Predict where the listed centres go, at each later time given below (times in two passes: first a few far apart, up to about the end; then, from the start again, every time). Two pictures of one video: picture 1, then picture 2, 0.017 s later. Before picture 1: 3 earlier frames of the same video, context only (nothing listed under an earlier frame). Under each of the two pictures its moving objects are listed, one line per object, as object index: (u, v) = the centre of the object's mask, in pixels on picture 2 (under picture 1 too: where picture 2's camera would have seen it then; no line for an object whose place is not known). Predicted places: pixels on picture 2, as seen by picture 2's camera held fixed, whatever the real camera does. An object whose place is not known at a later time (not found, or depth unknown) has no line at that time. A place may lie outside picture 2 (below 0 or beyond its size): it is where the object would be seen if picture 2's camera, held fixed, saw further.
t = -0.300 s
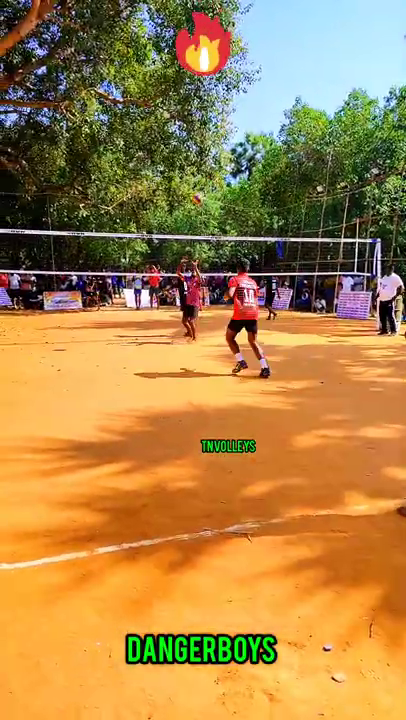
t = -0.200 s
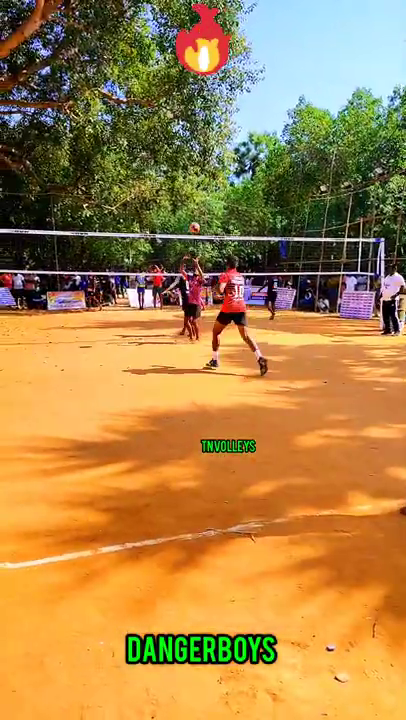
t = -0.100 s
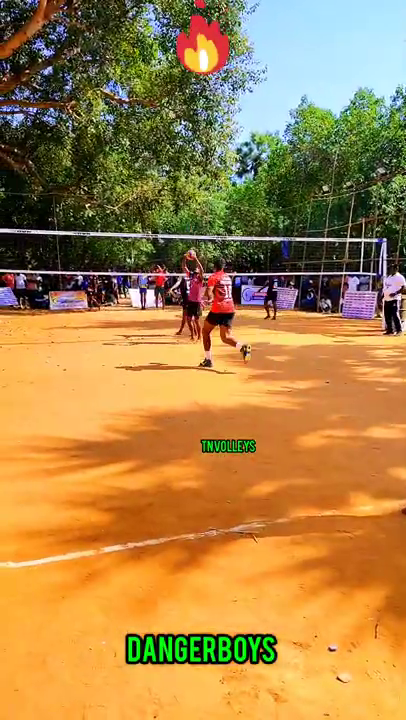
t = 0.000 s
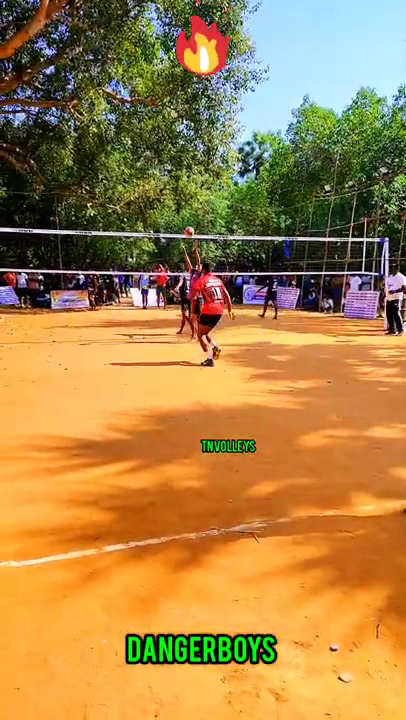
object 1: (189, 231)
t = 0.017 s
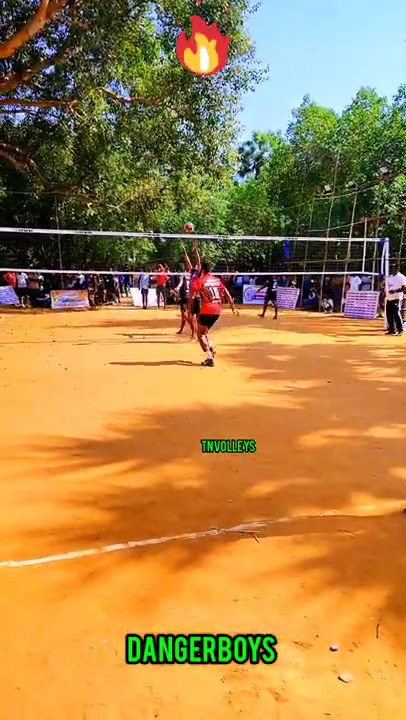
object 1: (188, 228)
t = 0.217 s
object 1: (182, 188)
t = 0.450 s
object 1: (173, 160)
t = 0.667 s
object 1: (166, 159)
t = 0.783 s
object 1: (162, 167)
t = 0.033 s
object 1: (188, 225)
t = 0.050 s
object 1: (188, 220)
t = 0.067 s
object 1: (187, 216)
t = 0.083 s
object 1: (186, 211)
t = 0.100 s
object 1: (185, 207)
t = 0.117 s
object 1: (185, 204)
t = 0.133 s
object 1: (184, 200)
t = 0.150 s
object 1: (183, 197)
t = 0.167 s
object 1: (183, 194)
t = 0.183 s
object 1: (183, 191)
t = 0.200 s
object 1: (182, 189)
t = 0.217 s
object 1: (182, 188)
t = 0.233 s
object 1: (180, 185)
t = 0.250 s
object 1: (180, 182)
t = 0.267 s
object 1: (180, 177)
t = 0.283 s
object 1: (180, 176)
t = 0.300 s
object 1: (179, 174)
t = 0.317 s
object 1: (178, 173)
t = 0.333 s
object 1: (177, 170)
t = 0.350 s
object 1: (177, 167)
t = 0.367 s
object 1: (176, 165)
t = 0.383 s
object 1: (175, 164)
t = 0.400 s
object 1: (175, 164)
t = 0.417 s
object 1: (175, 163)
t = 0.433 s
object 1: (174, 162)
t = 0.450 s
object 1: (173, 160)
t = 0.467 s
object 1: (172, 158)
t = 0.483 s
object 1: (172, 158)
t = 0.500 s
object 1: (171, 157)
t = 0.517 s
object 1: (171, 157)
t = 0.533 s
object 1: (170, 157)
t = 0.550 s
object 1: (169, 156)
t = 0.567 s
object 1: (169, 156)
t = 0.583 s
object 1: (169, 156)
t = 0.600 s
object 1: (168, 156)
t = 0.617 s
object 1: (168, 156)
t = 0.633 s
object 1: (167, 157)
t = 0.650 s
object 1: (166, 158)
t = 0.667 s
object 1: (166, 159)
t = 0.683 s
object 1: (165, 160)
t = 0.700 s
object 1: (165, 160)
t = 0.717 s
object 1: (164, 161)
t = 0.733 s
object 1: (163, 164)
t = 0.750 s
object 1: (162, 165)
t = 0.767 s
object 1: (162, 167)
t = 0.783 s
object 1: (162, 167)
